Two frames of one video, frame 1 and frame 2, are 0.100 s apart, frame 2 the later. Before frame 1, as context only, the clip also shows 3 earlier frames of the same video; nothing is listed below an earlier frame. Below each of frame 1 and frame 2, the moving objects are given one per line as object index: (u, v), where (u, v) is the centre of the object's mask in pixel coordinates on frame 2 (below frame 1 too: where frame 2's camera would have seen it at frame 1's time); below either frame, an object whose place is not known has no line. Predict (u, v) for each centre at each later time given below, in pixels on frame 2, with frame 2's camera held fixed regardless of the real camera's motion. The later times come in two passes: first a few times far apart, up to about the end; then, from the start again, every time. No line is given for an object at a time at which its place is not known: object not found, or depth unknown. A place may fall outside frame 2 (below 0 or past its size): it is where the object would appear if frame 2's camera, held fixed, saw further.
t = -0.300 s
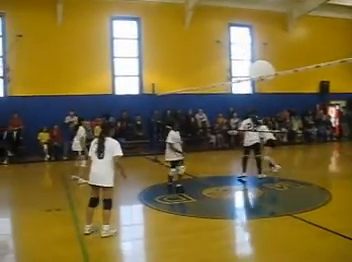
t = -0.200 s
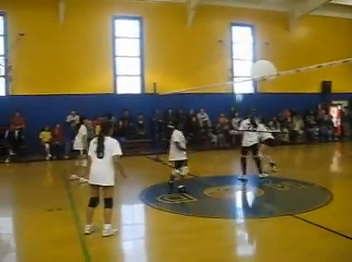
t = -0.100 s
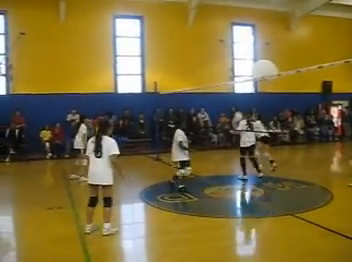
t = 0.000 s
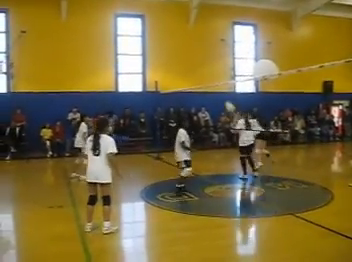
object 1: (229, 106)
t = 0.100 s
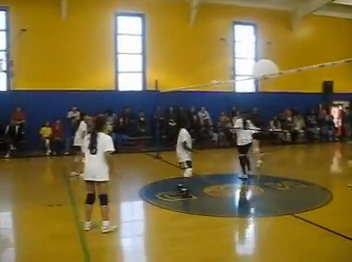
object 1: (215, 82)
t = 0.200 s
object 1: (200, 64)
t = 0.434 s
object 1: (161, 30)
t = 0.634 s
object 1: (123, 19)
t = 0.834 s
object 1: (82, 25)
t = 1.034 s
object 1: (34, 53)
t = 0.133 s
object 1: (210, 76)
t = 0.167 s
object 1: (205, 70)
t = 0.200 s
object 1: (200, 64)
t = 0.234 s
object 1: (195, 58)
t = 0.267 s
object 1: (189, 52)
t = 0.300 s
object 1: (184, 48)
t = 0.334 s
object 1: (179, 42)
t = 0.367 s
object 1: (173, 38)
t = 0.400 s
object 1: (167, 34)
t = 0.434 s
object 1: (161, 30)
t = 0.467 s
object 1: (156, 27)
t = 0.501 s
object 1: (150, 24)
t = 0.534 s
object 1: (143, 23)
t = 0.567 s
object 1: (136, 22)
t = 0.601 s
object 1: (129, 19)
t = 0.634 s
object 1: (123, 19)
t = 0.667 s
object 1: (116, 18)
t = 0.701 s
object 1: (109, 17)
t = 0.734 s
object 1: (103, 19)
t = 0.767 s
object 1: (96, 20)
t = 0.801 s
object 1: (89, 22)
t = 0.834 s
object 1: (82, 25)
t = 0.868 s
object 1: (73, 28)
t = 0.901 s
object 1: (65, 31)
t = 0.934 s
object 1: (57, 36)
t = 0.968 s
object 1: (50, 41)
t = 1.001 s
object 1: (42, 47)
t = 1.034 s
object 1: (34, 53)
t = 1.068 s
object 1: (26, 61)
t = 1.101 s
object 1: (17, 70)
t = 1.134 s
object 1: (6, 81)
